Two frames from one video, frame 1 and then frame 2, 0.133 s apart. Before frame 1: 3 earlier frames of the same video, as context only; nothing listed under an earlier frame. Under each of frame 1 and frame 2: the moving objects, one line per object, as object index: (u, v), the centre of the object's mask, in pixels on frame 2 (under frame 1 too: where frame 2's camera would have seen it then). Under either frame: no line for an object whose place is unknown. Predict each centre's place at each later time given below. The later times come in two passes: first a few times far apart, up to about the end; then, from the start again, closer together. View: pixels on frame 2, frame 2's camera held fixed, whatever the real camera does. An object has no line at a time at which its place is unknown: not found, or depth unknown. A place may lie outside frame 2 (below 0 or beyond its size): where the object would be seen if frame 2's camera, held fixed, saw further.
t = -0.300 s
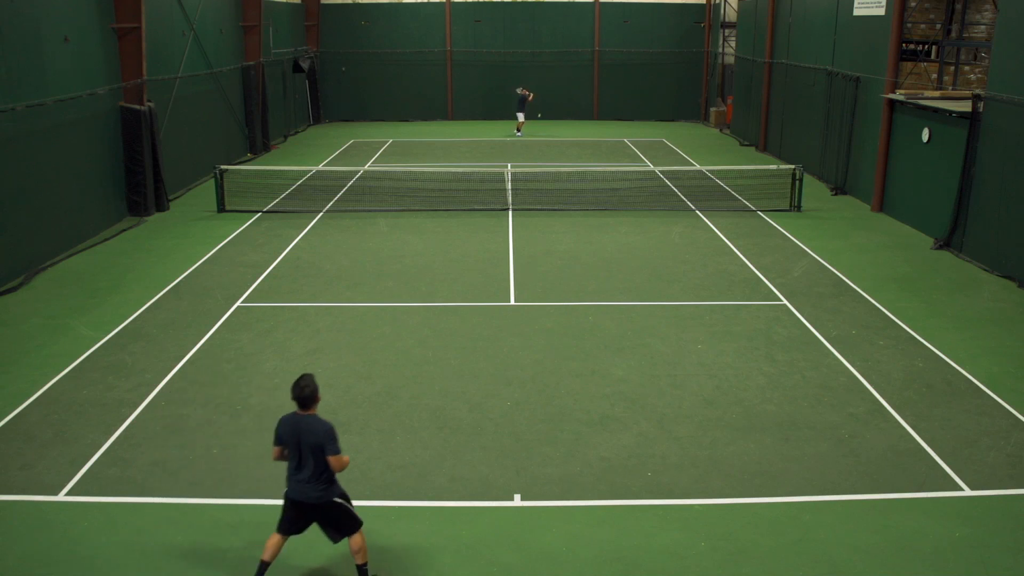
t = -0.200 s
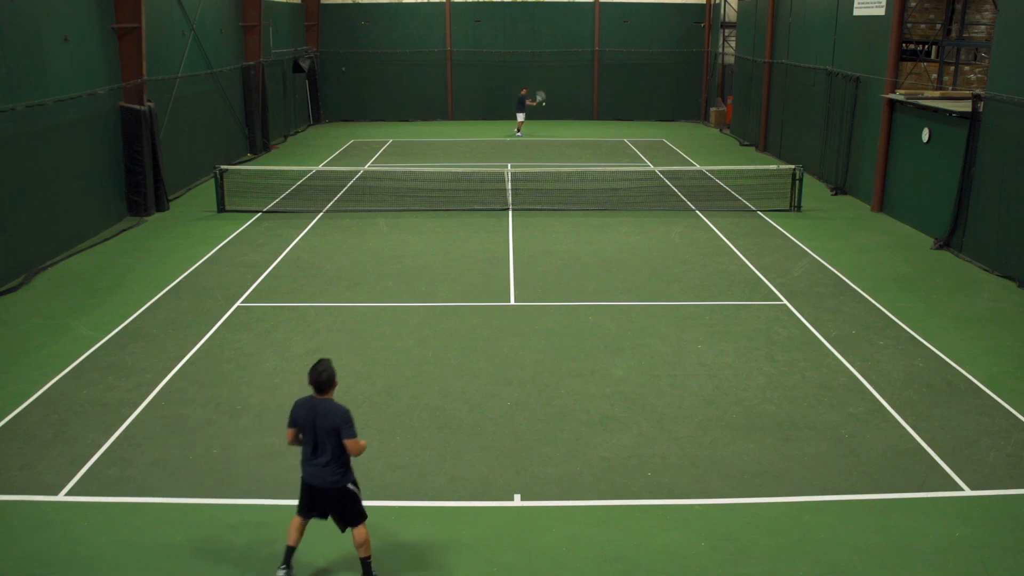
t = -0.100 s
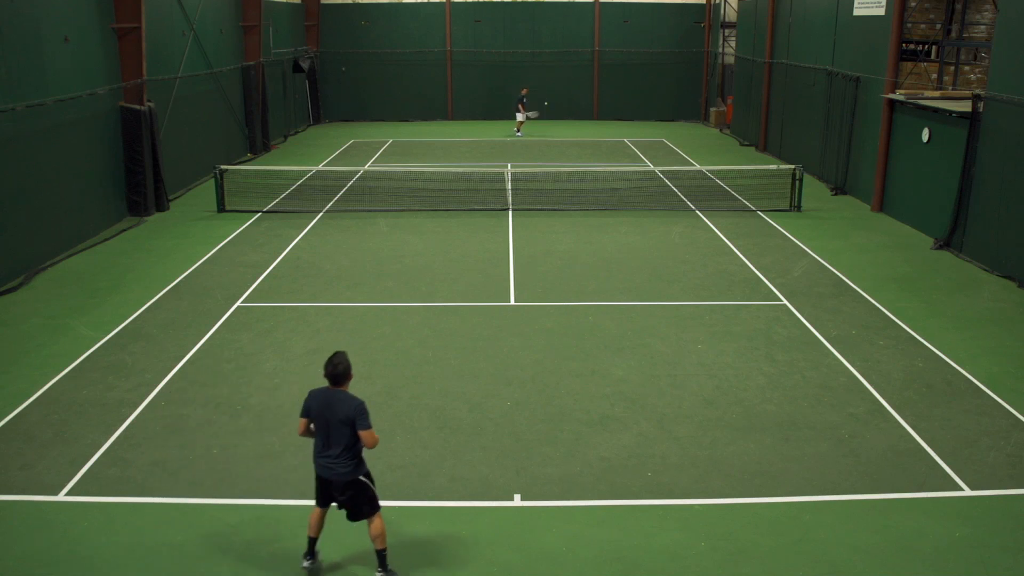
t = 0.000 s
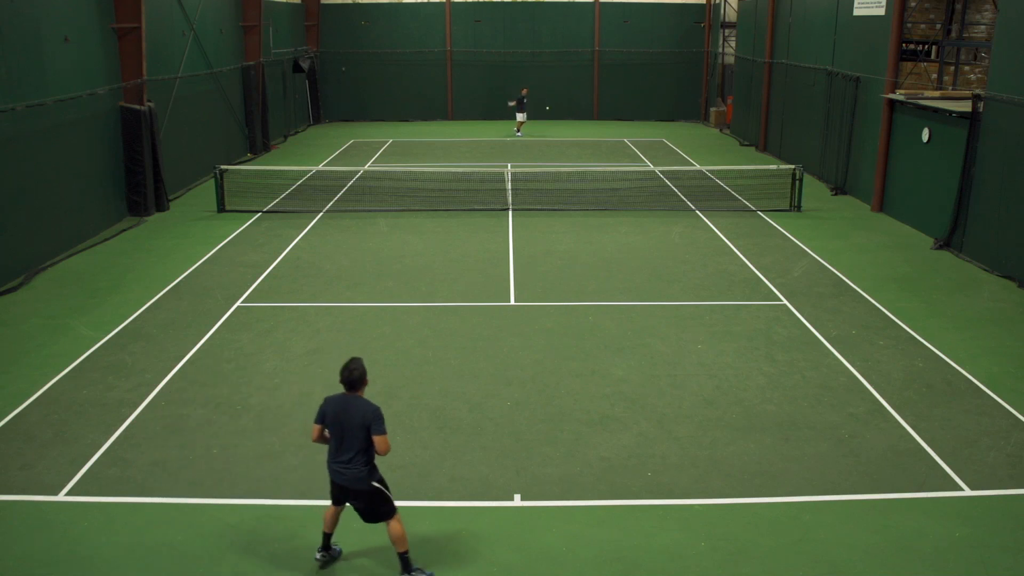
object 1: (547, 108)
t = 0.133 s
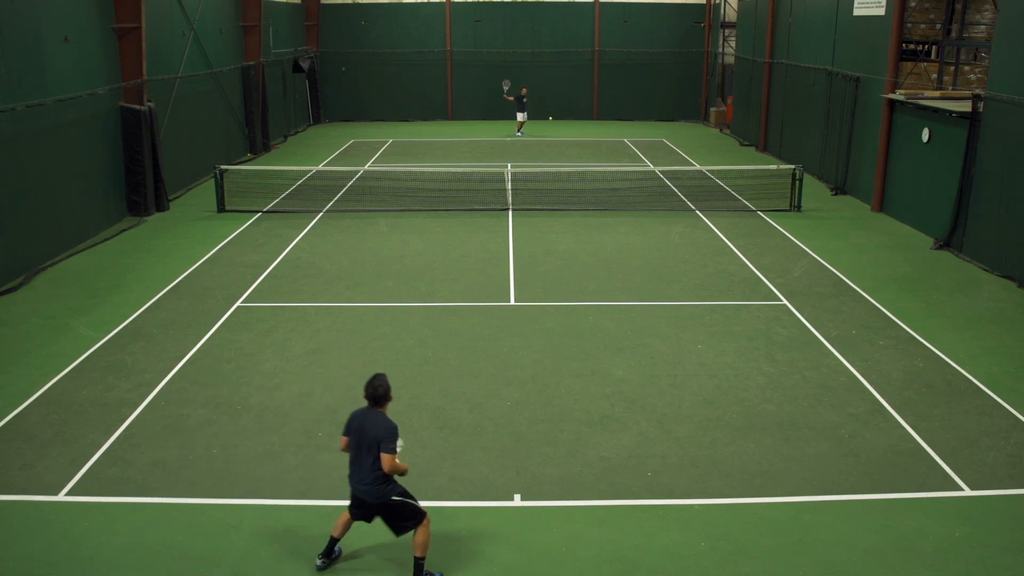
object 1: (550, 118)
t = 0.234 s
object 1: (553, 130)
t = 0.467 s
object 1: (565, 176)
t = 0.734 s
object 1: (585, 280)
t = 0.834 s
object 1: (595, 284)
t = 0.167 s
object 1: (551, 122)
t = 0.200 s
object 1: (552, 126)
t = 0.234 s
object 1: (553, 130)
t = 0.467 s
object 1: (565, 176)
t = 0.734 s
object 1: (585, 280)
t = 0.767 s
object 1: (588, 281)
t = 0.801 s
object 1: (592, 282)
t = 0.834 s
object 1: (595, 284)
